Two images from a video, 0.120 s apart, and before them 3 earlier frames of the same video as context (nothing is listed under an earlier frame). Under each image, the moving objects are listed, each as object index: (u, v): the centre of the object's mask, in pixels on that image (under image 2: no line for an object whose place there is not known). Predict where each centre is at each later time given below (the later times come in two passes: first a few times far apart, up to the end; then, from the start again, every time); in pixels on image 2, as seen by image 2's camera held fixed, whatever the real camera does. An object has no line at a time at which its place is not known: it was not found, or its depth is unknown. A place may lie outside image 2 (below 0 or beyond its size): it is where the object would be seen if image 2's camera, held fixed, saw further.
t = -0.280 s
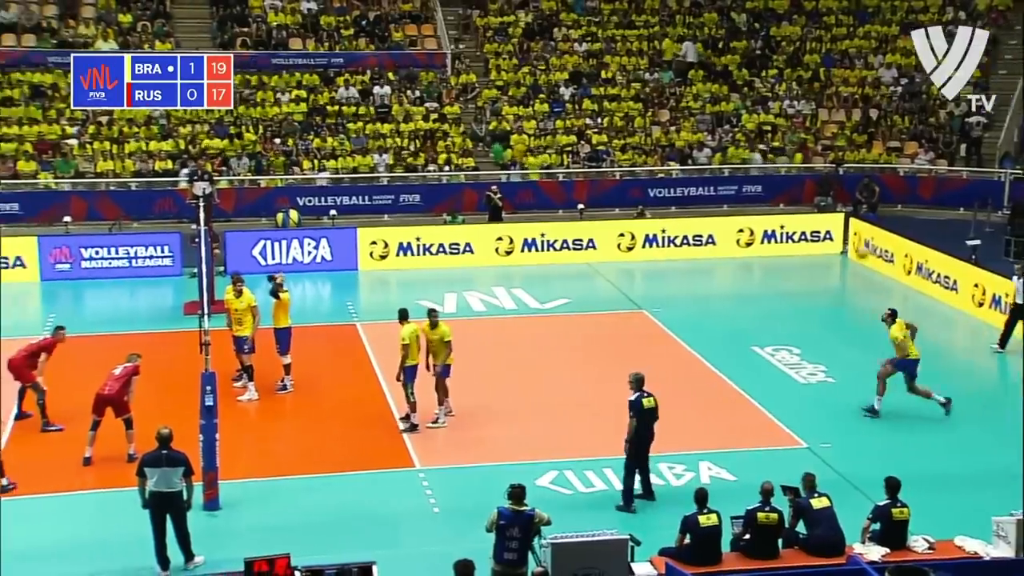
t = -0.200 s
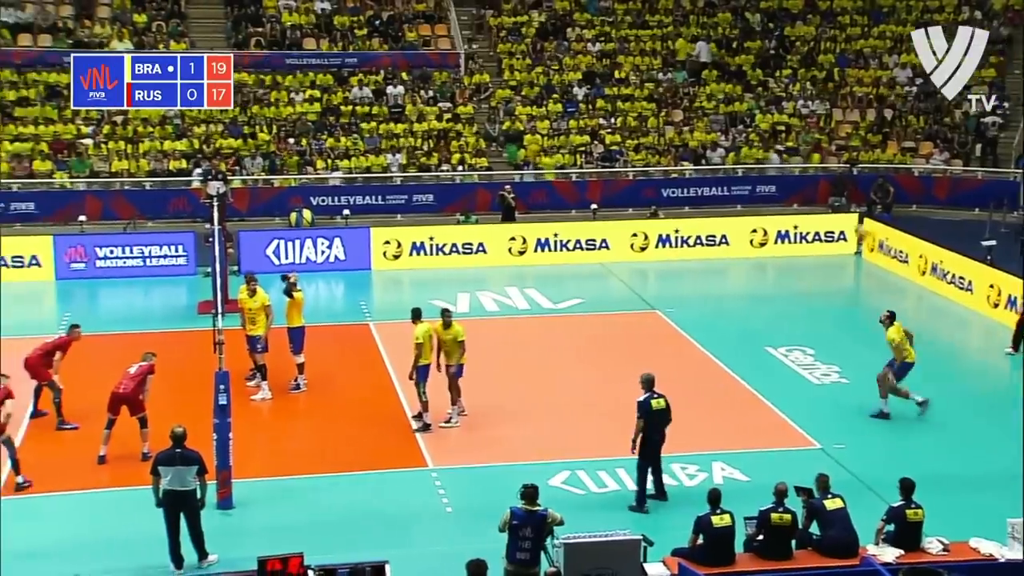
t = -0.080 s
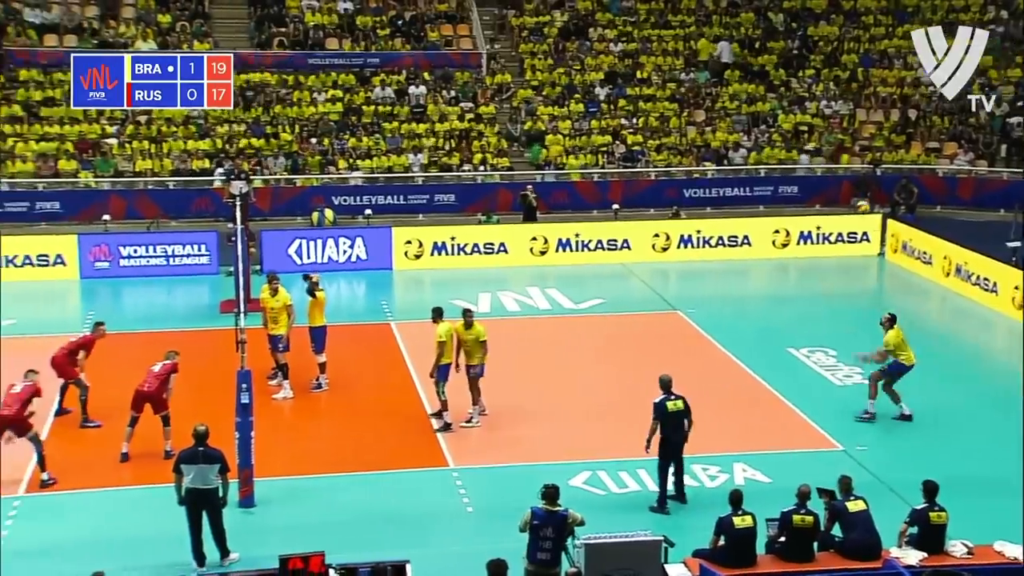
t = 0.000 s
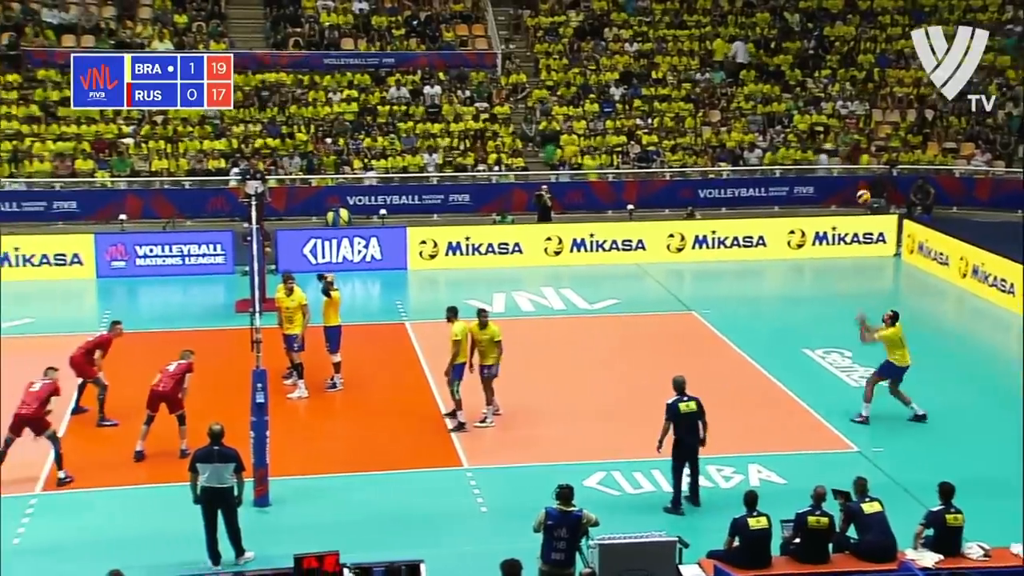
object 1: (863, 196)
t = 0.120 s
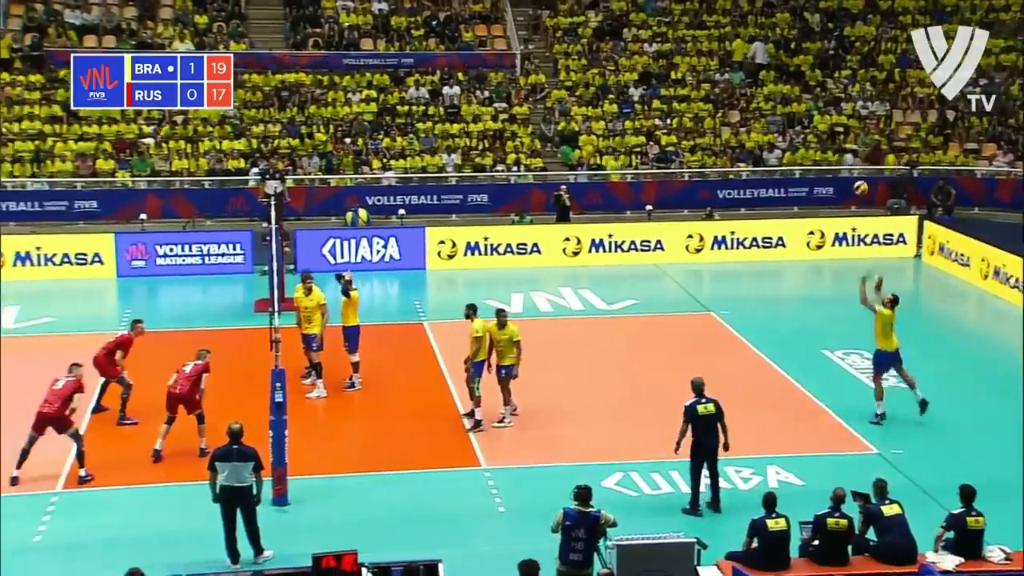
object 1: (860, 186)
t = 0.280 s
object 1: (830, 188)
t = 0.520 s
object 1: (785, 217)
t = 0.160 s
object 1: (853, 186)
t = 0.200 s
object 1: (845, 186)
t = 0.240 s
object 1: (838, 186)
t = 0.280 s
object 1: (830, 188)
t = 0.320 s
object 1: (823, 190)
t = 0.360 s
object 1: (816, 193)
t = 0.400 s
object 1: (808, 198)
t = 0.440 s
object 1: (801, 203)
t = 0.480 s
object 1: (793, 209)
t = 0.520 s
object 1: (785, 217)
